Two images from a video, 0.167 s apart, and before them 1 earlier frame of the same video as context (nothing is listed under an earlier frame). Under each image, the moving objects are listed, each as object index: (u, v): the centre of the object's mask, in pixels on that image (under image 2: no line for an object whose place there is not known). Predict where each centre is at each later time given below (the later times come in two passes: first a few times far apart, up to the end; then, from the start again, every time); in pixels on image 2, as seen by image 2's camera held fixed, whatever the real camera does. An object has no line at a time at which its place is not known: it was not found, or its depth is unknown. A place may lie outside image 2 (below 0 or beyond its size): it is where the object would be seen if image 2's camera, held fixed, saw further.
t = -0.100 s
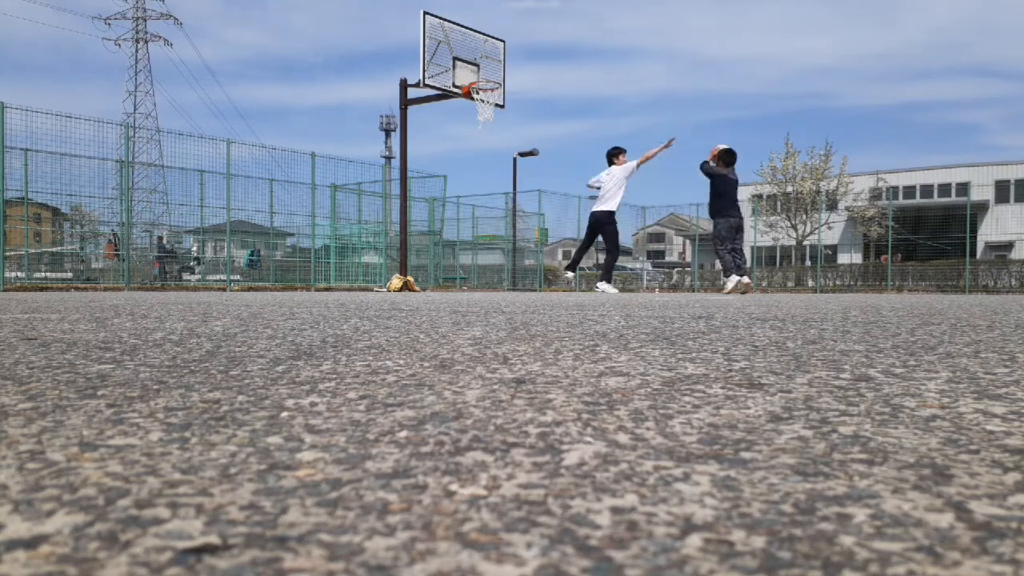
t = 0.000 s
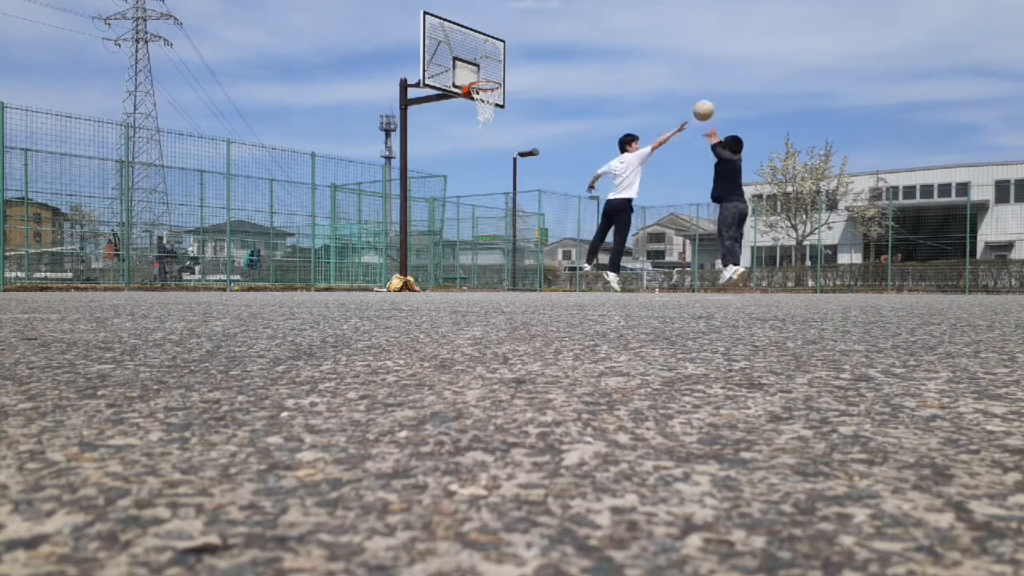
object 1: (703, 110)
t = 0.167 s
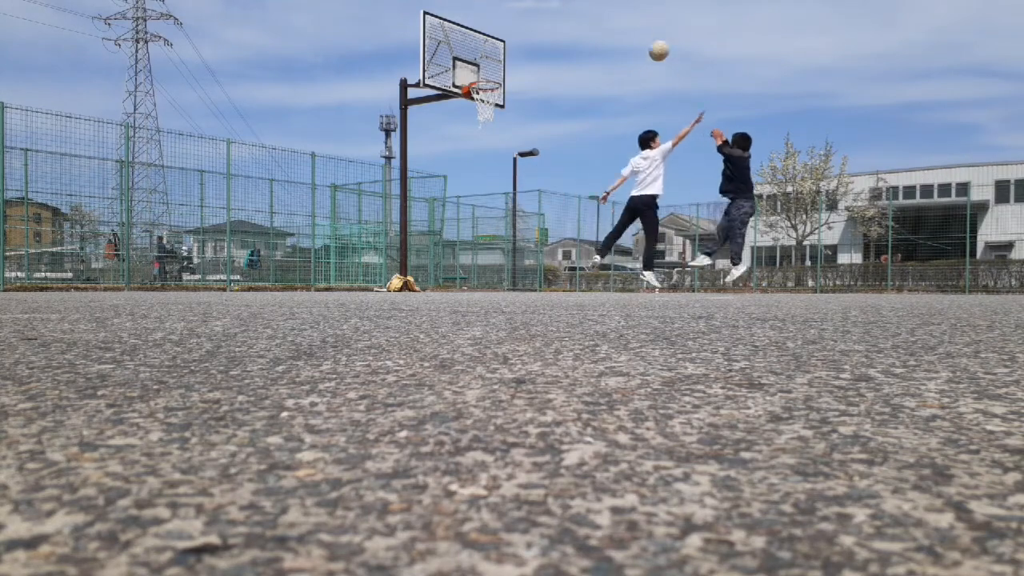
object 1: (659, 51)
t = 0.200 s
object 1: (650, 42)
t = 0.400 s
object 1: (602, 9)
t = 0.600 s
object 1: (558, 8)
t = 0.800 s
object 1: (518, 34)
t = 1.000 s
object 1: (482, 83)
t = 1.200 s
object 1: (494, 99)
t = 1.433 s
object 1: (496, 104)
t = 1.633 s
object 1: (498, 140)
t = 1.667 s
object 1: (498, 149)
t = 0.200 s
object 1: (650, 42)
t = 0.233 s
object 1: (642, 34)
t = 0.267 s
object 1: (633, 27)
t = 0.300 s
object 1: (626, 21)
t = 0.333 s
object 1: (618, 17)
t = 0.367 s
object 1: (610, 12)
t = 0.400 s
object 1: (602, 9)
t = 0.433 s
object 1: (594, 8)
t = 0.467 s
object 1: (587, 7)
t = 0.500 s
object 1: (579, 7)
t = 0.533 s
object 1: (572, 7)
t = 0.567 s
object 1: (565, 7)
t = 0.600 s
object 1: (558, 8)
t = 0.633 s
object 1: (551, 10)
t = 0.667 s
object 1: (545, 13)
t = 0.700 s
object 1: (538, 17)
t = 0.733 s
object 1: (531, 22)
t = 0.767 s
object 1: (525, 27)
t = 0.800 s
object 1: (518, 34)
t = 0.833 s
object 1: (512, 41)
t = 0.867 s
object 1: (506, 48)
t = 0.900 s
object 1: (499, 56)
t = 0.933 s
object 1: (493, 65)
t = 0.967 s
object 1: (487, 74)
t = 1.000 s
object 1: (482, 83)
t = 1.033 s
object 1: (482, 91)
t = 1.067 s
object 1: (485, 95)
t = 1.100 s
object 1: (487, 98)
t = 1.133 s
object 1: (489, 97)
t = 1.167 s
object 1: (491, 96)
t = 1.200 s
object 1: (494, 99)
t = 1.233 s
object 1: (494, 96)
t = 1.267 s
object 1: (494, 97)
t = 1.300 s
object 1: (495, 97)
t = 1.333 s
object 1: (495, 96)
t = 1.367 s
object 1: (495, 97)
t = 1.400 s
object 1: (496, 101)
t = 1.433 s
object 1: (496, 104)
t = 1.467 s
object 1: (496, 108)
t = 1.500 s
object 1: (497, 113)
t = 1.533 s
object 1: (497, 118)
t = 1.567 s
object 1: (498, 125)
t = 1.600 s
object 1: (498, 132)
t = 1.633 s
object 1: (498, 140)
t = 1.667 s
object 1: (498, 149)
